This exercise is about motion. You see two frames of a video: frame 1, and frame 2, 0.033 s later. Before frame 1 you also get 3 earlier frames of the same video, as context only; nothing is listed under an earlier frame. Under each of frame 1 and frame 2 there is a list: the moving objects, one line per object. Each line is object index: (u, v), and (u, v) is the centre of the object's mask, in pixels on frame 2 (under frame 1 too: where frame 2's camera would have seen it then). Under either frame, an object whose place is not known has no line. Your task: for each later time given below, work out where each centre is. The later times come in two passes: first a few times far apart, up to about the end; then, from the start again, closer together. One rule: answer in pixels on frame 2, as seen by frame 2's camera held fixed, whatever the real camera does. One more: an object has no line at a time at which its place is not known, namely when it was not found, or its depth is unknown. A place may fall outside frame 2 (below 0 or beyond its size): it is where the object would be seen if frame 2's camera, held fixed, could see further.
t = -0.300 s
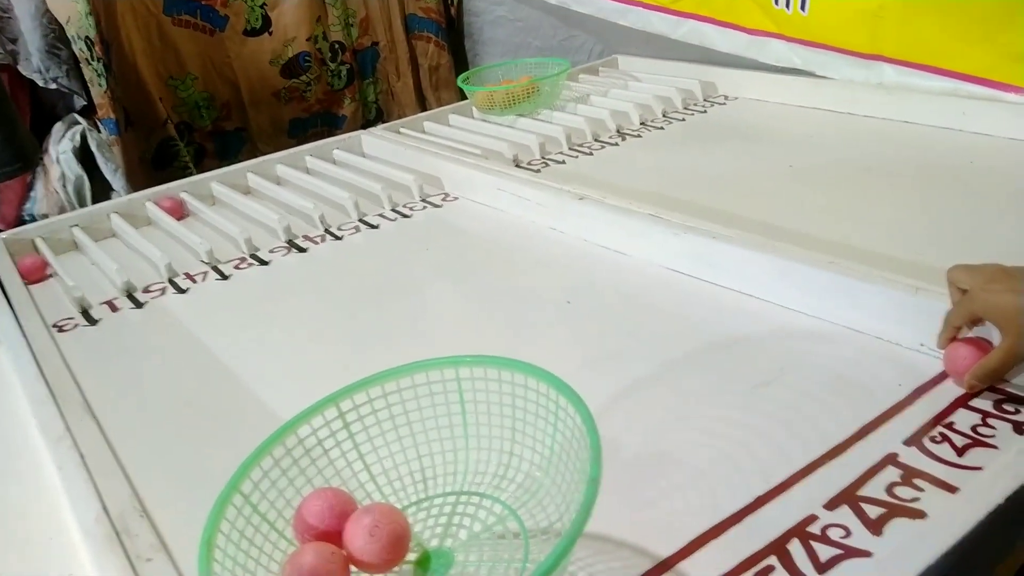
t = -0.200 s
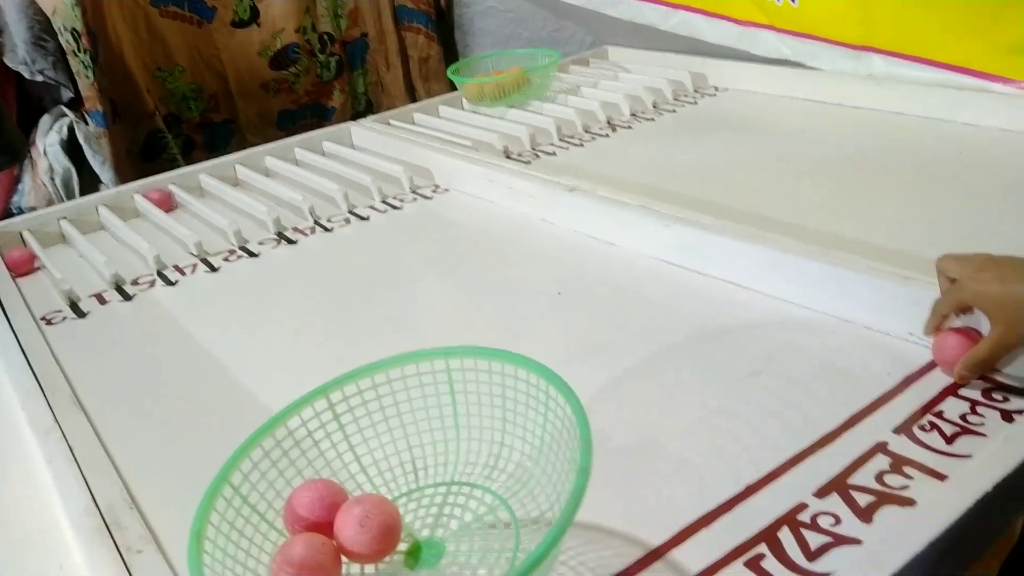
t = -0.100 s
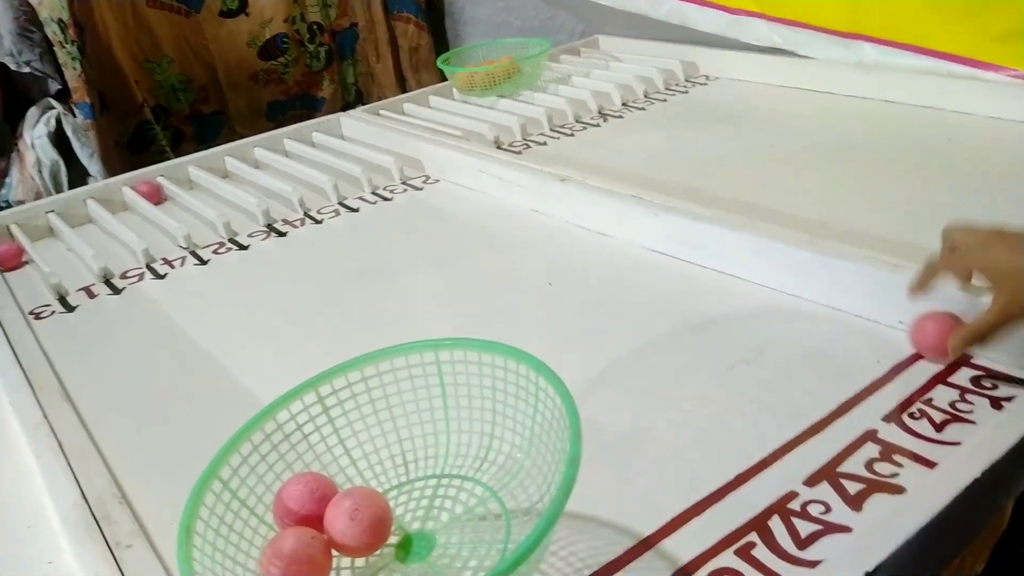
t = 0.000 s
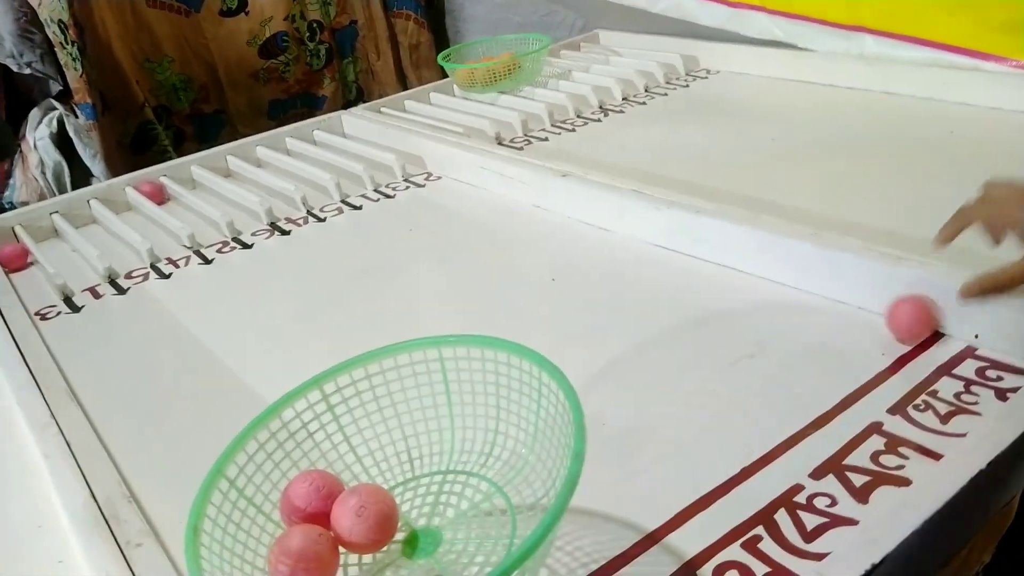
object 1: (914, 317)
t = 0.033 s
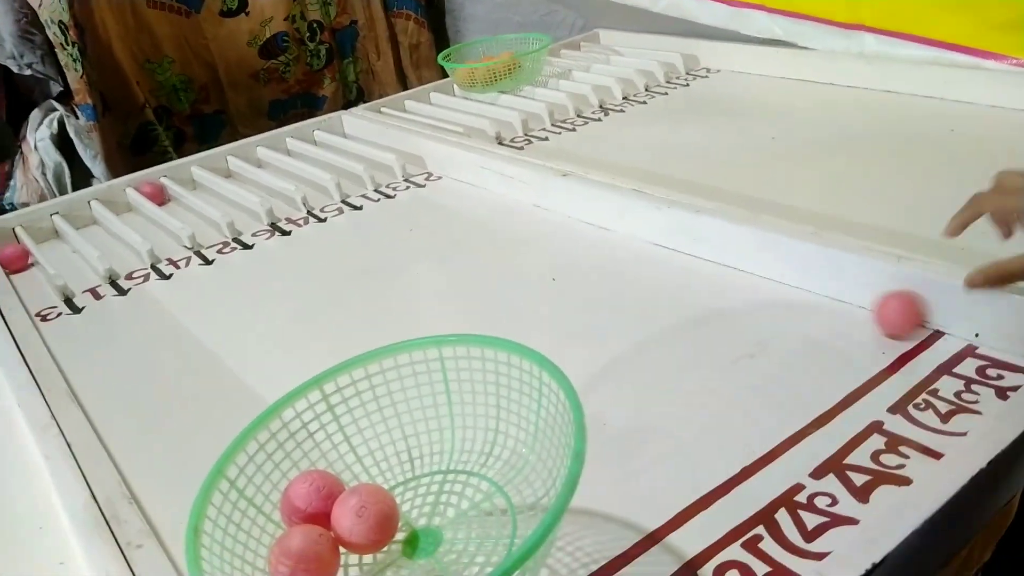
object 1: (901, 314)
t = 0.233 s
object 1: (798, 286)
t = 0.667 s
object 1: (536, 204)
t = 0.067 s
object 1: (885, 311)
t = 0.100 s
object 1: (870, 306)
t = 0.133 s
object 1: (853, 301)
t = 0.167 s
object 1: (835, 296)
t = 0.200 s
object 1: (818, 291)
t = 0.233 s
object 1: (798, 286)
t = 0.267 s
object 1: (777, 279)
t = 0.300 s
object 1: (756, 273)
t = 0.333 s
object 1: (737, 266)
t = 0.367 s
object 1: (716, 260)
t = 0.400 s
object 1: (696, 253)
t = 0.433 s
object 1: (675, 247)
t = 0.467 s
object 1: (654, 241)
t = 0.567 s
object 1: (596, 222)
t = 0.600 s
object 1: (573, 216)
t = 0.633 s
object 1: (554, 210)
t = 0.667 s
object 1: (536, 204)
